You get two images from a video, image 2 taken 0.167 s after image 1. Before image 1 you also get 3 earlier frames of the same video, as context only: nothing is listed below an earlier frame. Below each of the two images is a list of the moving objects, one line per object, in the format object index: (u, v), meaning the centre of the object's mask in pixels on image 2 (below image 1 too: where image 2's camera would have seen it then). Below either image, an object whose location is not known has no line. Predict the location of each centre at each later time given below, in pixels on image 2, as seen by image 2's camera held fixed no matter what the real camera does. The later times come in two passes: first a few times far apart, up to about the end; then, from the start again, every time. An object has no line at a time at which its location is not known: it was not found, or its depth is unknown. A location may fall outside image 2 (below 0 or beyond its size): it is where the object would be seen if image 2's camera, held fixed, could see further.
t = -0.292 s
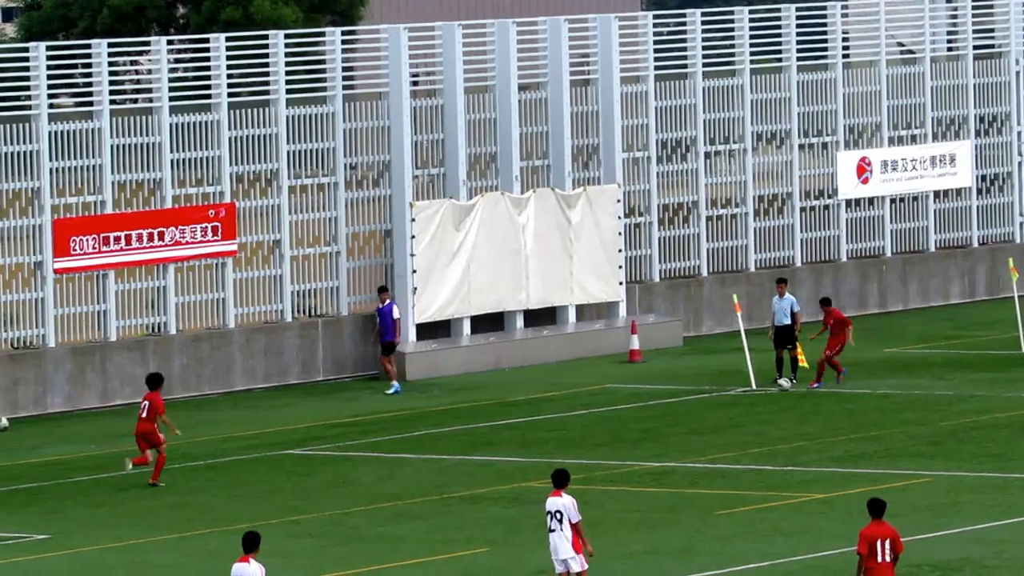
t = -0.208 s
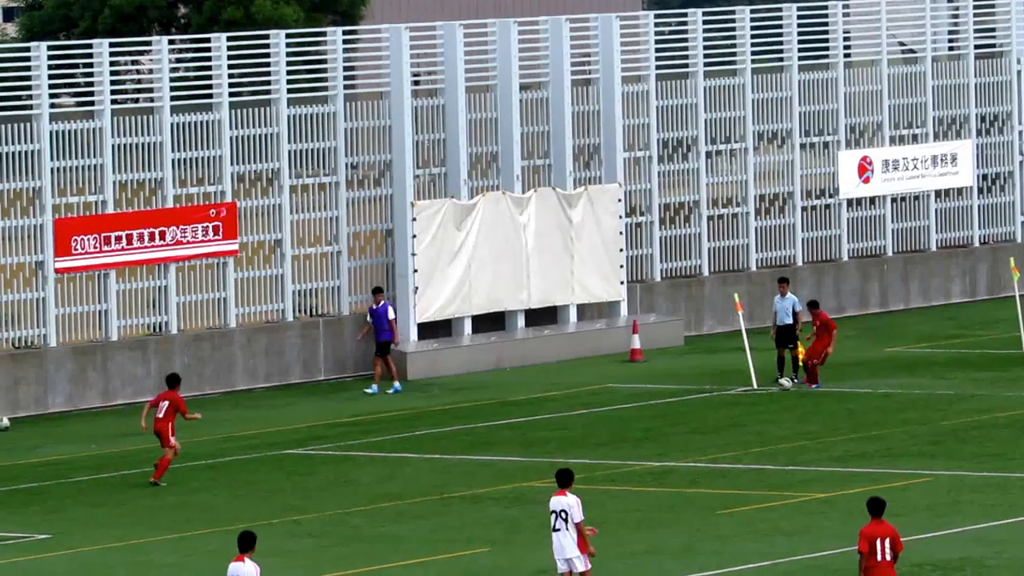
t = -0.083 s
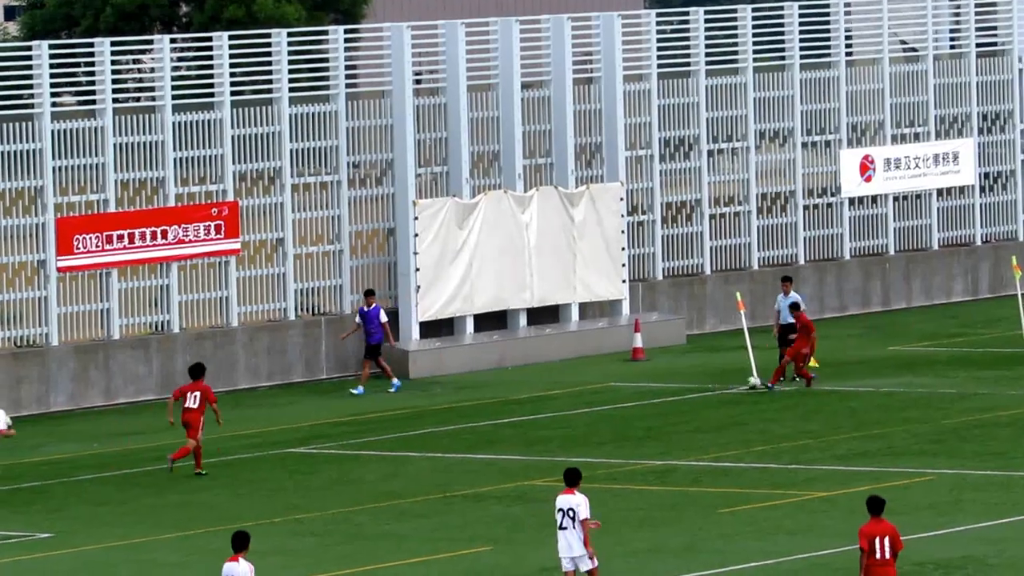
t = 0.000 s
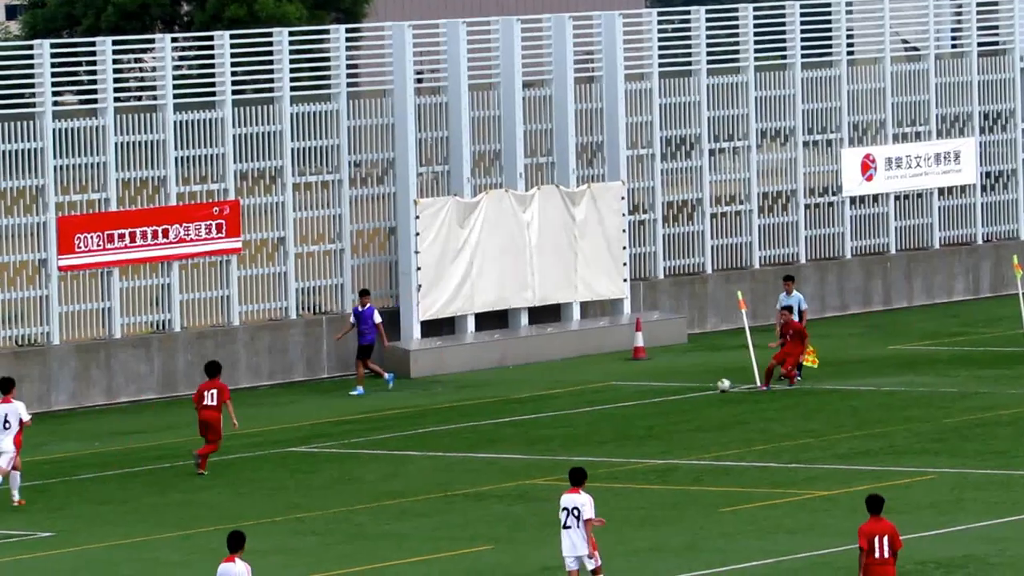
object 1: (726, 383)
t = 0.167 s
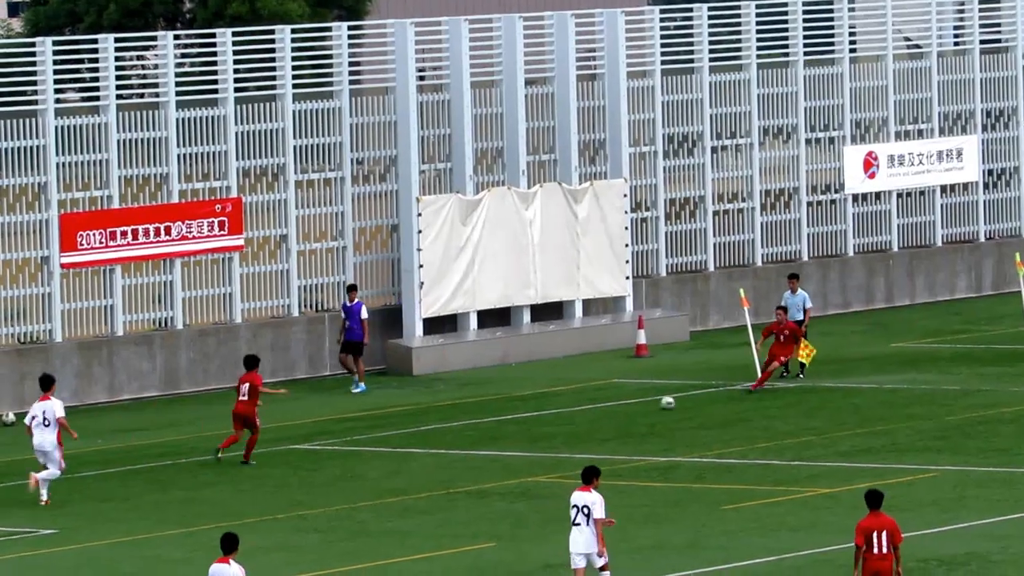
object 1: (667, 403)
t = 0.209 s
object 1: (656, 403)
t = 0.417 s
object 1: (600, 413)
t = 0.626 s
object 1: (553, 424)
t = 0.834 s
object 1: (515, 433)
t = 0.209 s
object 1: (656, 403)
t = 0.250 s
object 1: (644, 402)
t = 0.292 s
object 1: (632, 402)
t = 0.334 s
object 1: (622, 405)
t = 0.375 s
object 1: (611, 408)
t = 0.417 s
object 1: (600, 413)
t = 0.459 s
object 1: (589, 419)
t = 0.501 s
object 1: (579, 420)
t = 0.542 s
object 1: (571, 420)
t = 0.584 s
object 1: (562, 421)
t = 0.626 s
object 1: (553, 424)
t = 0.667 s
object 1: (545, 428)
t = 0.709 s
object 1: (536, 432)
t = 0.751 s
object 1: (529, 431)
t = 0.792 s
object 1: (521, 431)
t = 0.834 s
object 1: (515, 433)
